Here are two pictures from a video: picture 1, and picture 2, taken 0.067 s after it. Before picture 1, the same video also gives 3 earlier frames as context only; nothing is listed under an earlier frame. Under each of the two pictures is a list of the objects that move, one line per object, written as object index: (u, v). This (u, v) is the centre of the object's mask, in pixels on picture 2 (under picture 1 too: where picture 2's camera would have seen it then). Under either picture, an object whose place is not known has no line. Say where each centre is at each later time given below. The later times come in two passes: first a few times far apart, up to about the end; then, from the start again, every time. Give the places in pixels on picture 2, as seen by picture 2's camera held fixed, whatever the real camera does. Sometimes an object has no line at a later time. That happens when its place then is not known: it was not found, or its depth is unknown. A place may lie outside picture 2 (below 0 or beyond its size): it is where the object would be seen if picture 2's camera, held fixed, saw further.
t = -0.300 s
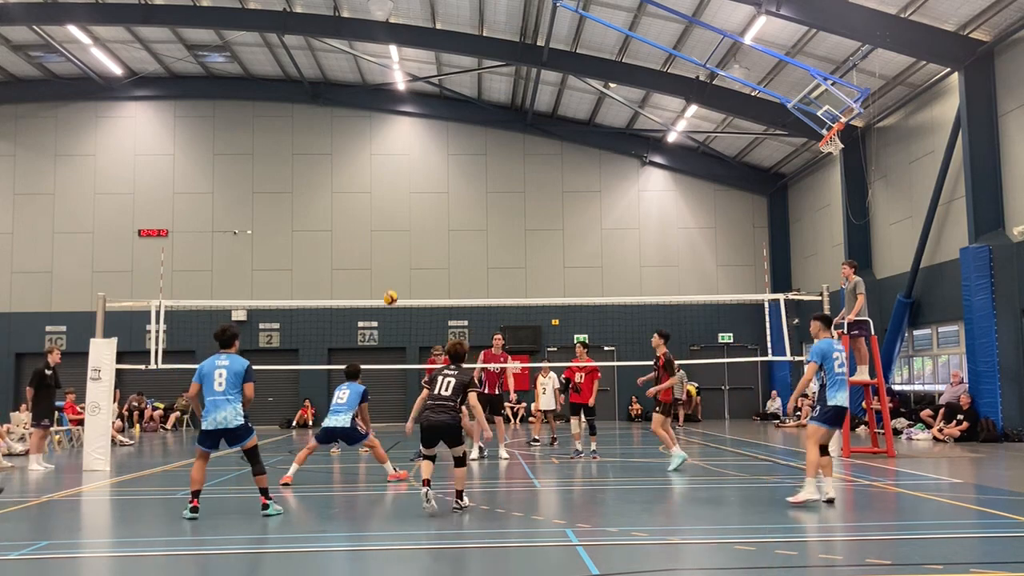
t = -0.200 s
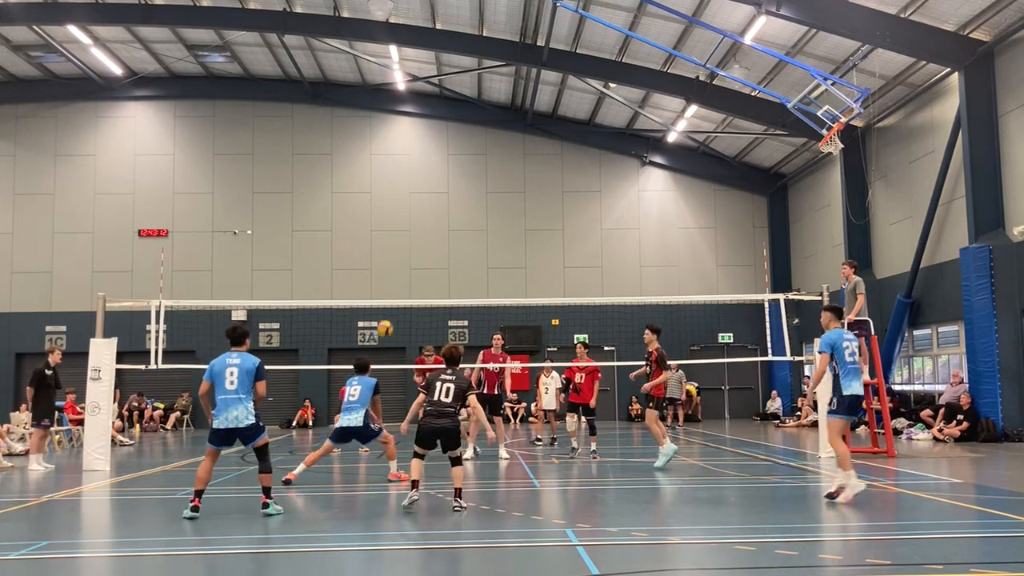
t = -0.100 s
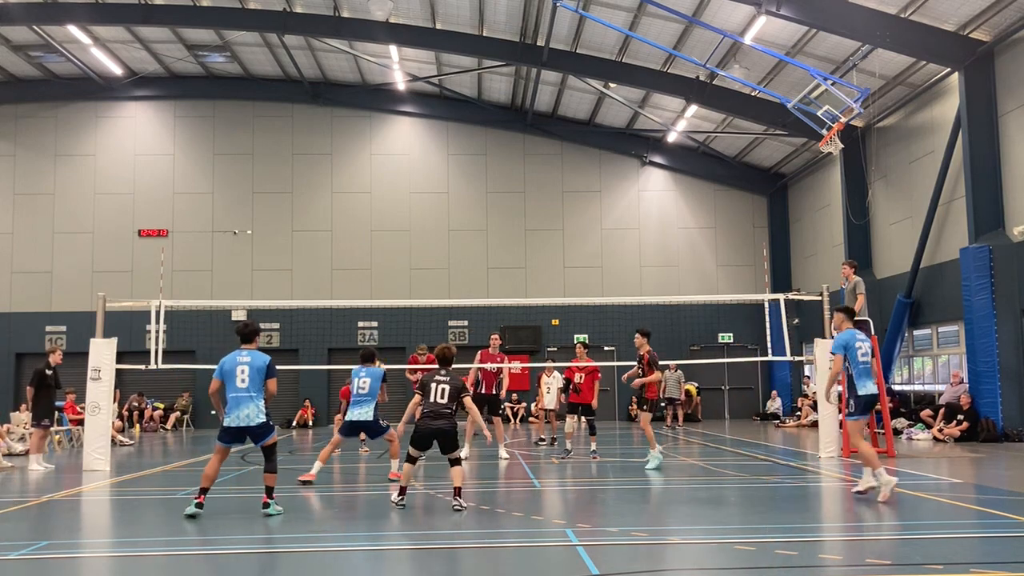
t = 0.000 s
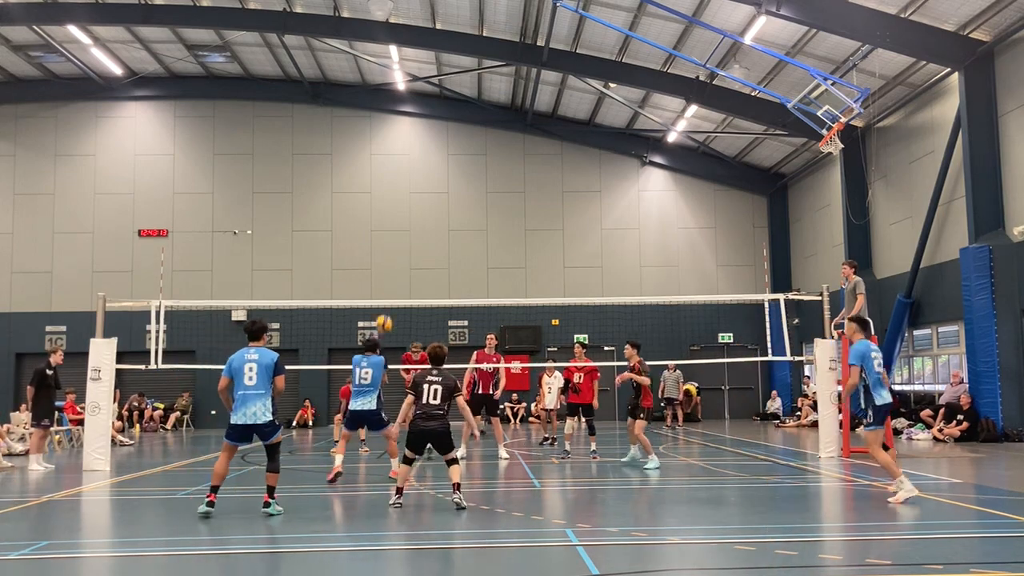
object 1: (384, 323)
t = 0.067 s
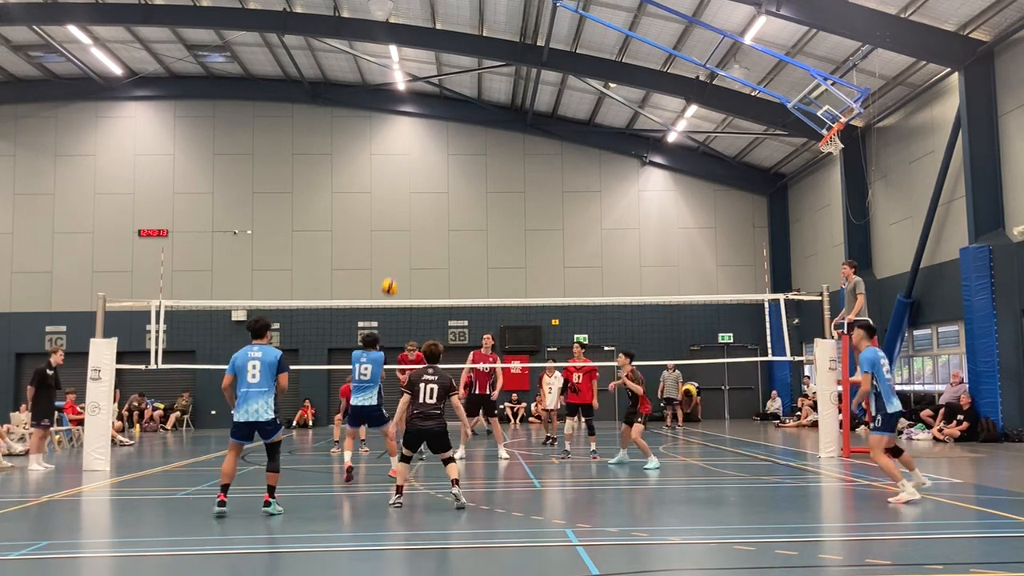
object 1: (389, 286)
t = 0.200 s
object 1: (400, 226)
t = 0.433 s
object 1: (418, 159)
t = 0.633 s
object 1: (432, 135)
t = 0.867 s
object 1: (448, 142)
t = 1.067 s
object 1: (460, 173)
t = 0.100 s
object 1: (392, 270)
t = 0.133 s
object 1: (394, 254)
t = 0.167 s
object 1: (398, 239)
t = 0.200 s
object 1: (400, 226)
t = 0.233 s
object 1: (403, 213)
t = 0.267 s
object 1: (406, 202)
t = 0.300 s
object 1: (408, 192)
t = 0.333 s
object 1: (411, 183)
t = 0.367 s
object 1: (414, 174)
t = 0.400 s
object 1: (416, 167)
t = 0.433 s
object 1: (418, 159)
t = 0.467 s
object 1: (421, 154)
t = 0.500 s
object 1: (423, 149)
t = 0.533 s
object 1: (425, 144)
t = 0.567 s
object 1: (428, 140)
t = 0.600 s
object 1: (430, 138)
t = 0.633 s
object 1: (432, 135)
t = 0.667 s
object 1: (435, 134)
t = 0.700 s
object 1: (437, 134)
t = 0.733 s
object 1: (439, 134)
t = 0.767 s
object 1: (441, 135)
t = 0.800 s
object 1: (443, 136)
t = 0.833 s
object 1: (446, 139)
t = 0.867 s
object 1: (448, 142)
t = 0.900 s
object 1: (450, 146)
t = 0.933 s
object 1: (452, 150)
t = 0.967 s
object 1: (454, 155)
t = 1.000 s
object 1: (456, 160)
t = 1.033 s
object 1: (458, 166)
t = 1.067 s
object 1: (460, 173)
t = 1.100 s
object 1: (463, 181)
